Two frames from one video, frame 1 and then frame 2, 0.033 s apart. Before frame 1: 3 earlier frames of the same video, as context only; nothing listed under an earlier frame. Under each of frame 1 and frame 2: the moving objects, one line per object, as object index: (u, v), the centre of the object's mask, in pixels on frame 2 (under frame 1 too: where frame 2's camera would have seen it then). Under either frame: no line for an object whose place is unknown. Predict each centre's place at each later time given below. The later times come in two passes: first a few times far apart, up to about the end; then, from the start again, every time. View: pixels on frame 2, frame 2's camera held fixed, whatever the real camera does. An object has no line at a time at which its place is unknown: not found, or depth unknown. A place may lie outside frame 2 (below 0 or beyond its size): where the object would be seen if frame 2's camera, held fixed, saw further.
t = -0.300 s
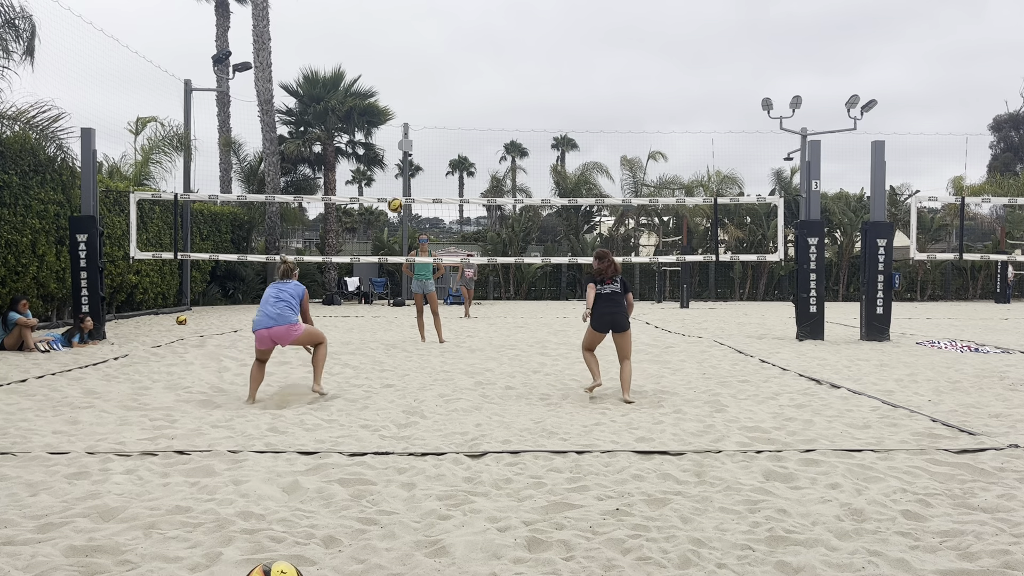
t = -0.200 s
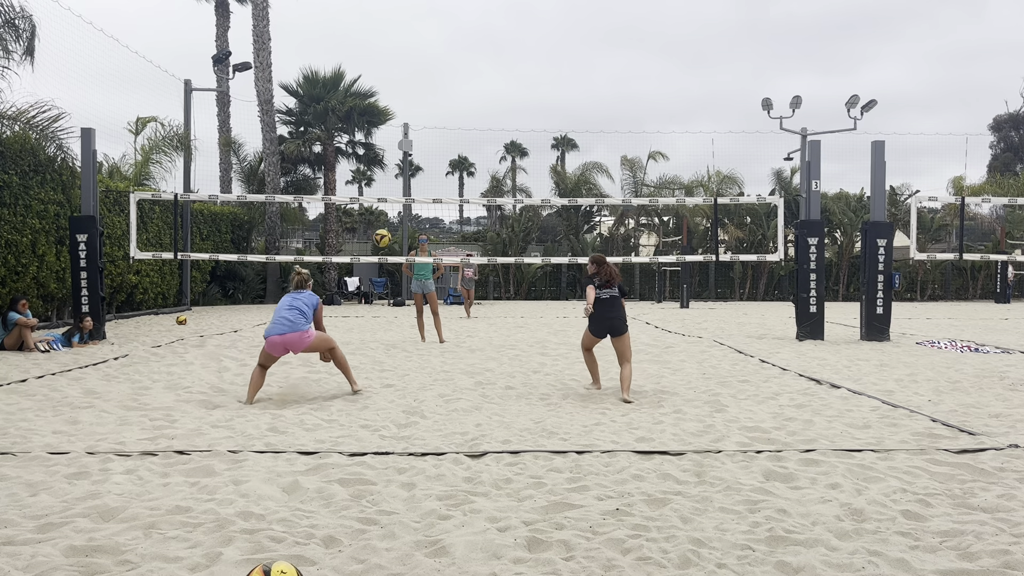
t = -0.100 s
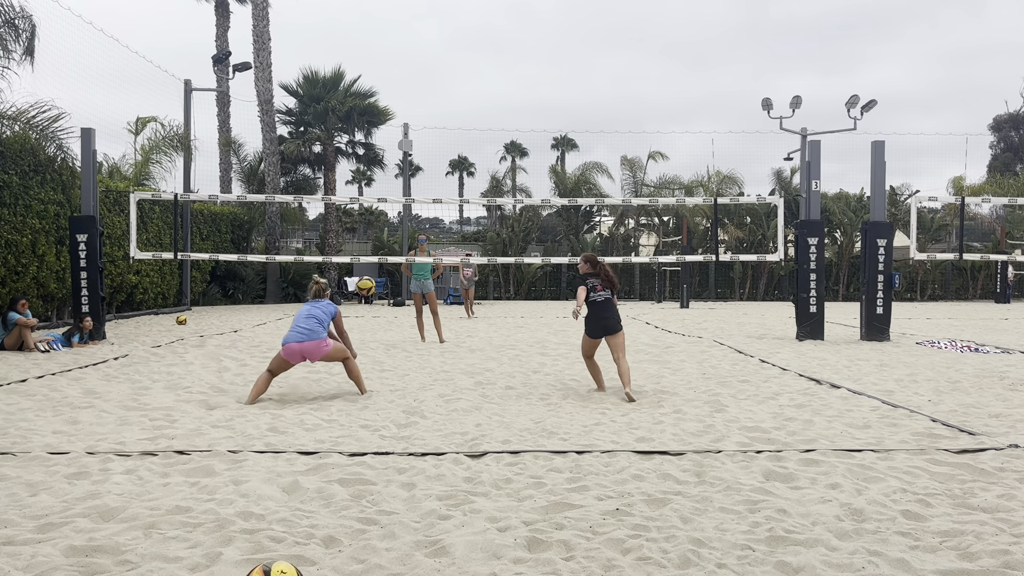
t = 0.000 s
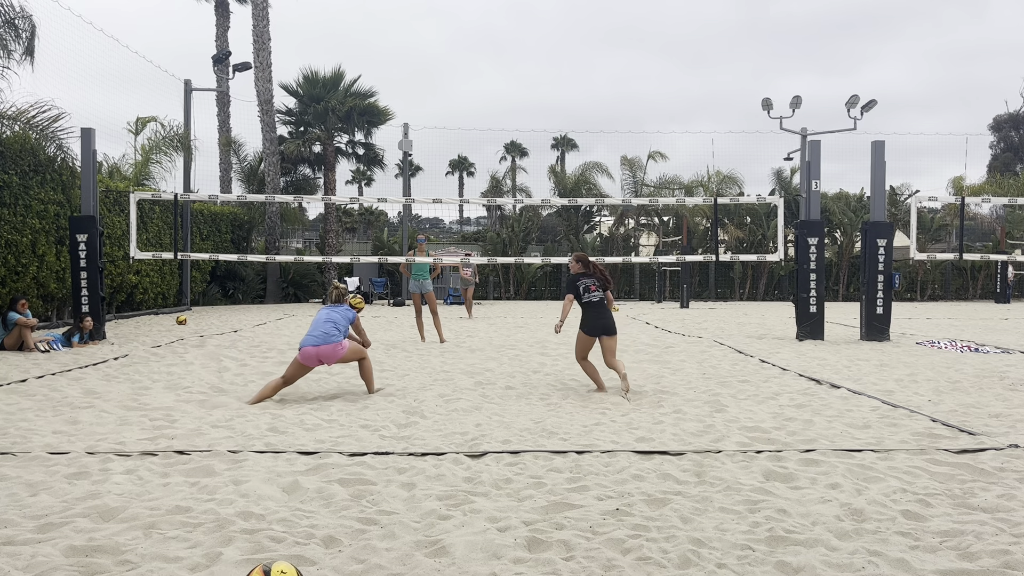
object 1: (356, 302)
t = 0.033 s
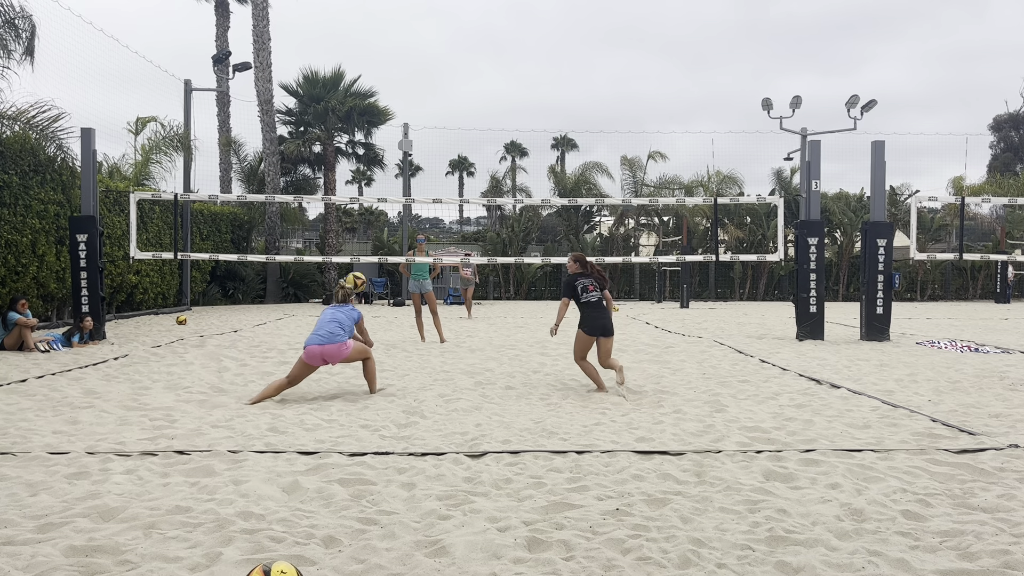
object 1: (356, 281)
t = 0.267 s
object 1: (363, 162)
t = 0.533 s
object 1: (372, 94)
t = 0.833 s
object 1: (381, 98)
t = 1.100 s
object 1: (391, 167)
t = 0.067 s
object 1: (356, 262)
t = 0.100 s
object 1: (357, 242)
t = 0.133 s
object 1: (359, 223)
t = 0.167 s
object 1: (360, 206)
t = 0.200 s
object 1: (361, 190)
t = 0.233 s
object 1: (362, 176)
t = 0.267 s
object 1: (363, 162)
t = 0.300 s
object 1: (364, 150)
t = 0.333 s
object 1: (365, 138)
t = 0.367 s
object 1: (366, 128)
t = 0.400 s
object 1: (367, 119)
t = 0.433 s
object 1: (368, 111)
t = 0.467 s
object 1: (369, 104)
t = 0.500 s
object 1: (370, 99)
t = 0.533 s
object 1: (372, 94)
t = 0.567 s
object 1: (373, 90)
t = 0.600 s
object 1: (374, 87)
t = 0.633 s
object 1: (374, 86)
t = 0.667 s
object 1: (376, 86)
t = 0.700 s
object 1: (377, 86)
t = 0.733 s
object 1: (378, 87)
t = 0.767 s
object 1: (379, 90)
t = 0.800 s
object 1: (380, 93)
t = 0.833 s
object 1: (381, 98)
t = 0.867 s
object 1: (382, 103)
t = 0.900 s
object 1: (383, 109)
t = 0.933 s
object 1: (384, 116)
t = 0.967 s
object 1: (386, 125)
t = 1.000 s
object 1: (387, 134)
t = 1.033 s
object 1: (388, 144)
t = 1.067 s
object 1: (389, 156)
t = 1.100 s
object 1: (391, 167)
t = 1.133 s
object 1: (391, 180)
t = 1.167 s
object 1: (393, 194)
